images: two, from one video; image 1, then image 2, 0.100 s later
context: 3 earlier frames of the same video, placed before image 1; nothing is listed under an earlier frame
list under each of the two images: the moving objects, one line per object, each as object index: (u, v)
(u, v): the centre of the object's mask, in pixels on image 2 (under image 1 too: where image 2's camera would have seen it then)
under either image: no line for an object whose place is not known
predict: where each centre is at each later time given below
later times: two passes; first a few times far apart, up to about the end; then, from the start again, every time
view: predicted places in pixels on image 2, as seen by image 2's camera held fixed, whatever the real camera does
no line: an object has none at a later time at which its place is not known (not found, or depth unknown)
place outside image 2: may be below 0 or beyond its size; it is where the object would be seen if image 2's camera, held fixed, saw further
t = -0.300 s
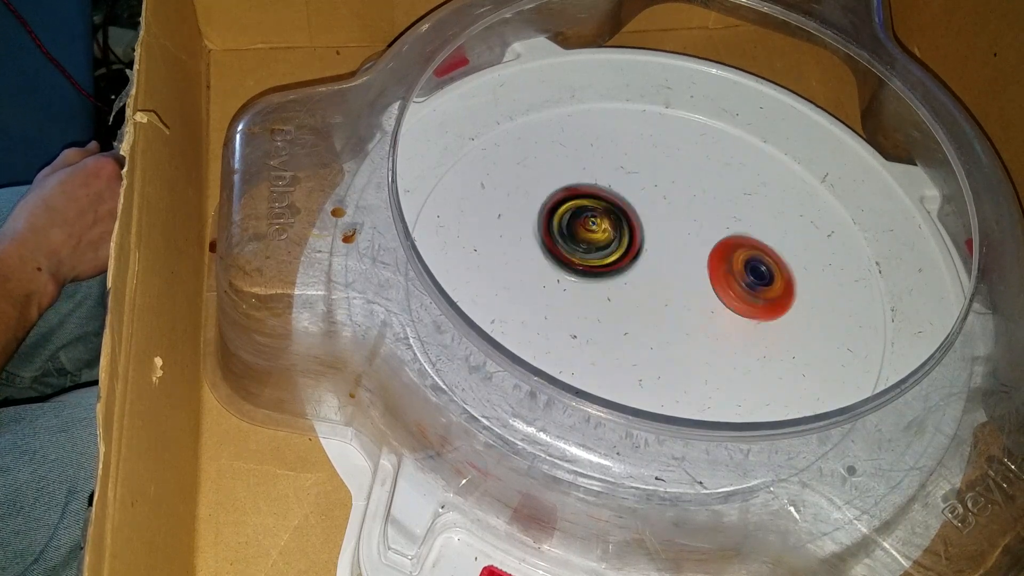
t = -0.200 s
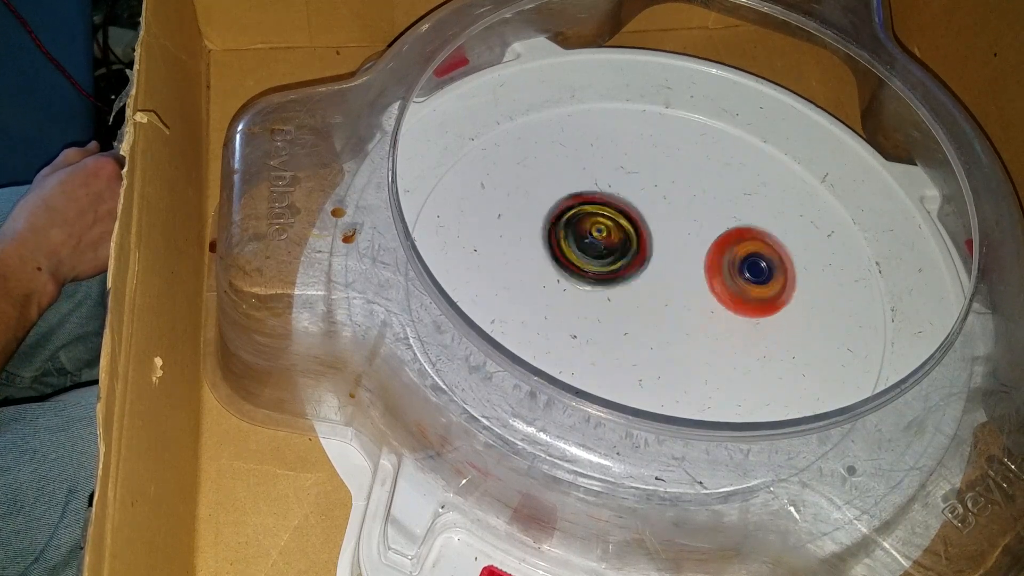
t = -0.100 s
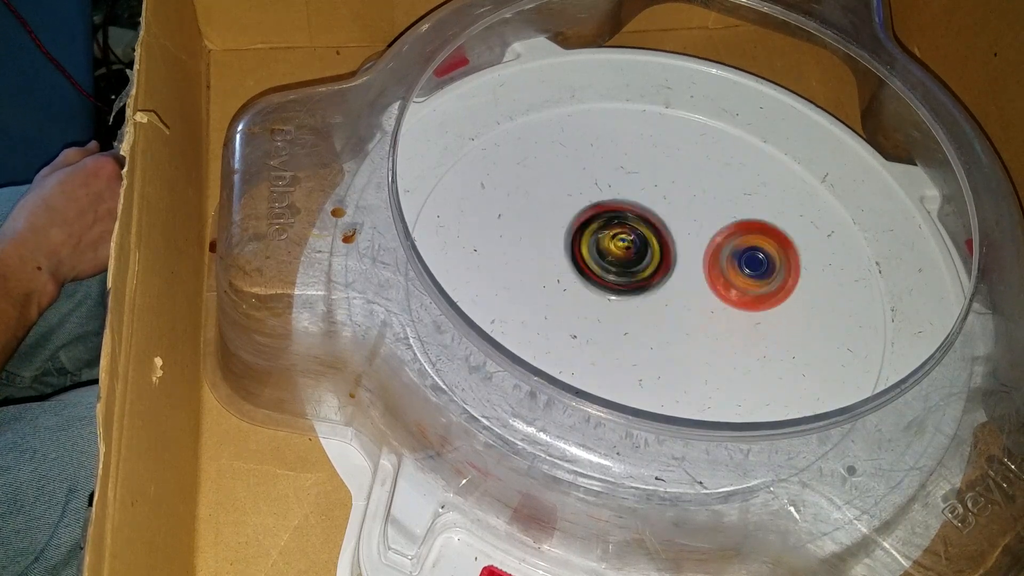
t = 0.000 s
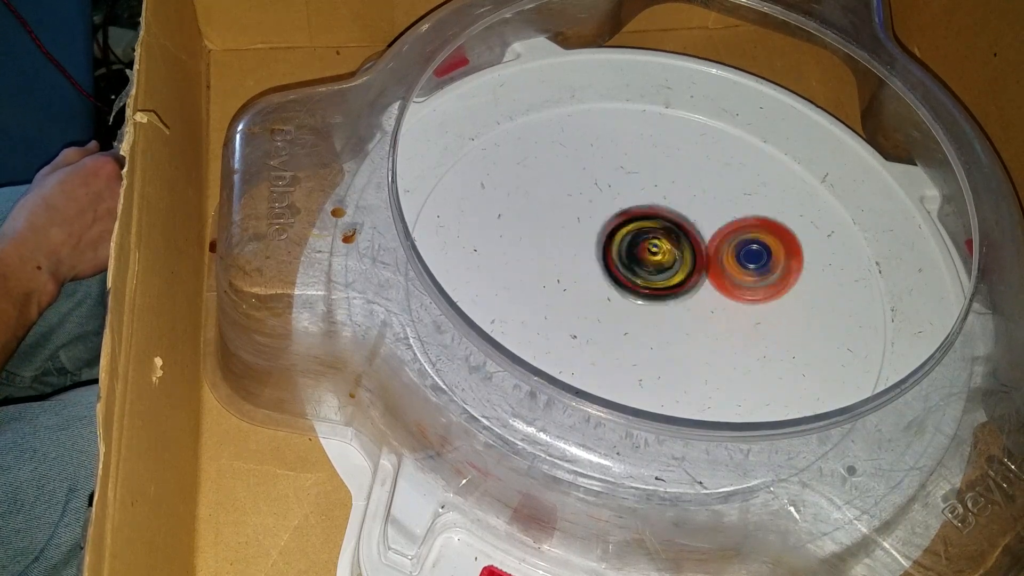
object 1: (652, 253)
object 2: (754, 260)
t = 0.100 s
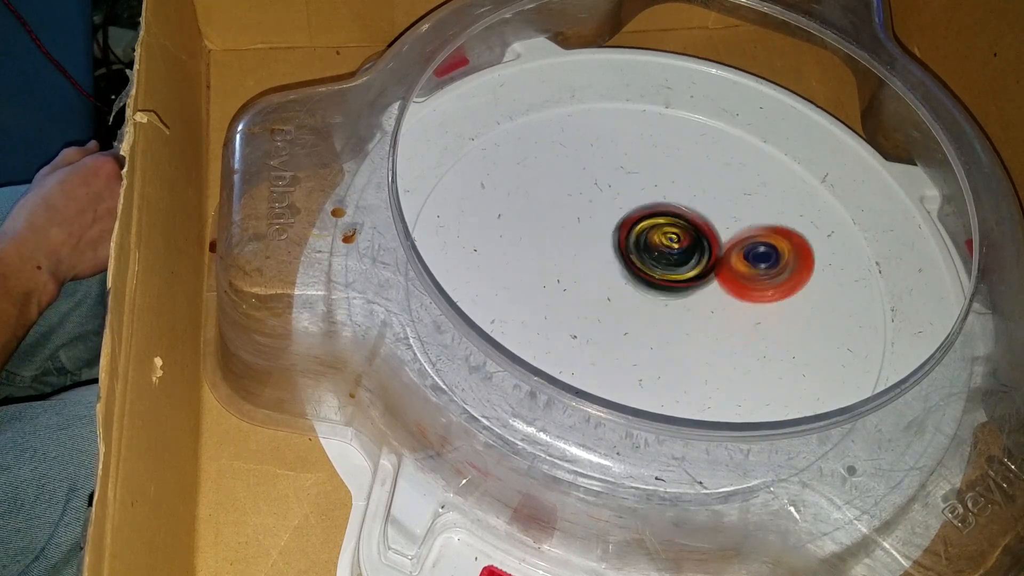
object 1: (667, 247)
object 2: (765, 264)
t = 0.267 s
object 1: (633, 236)
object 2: (748, 269)
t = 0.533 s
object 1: (614, 263)
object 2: (722, 248)
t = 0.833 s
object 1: (654, 290)
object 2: (723, 234)
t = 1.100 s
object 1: (626, 302)
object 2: (709, 232)
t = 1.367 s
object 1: (635, 279)
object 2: (694, 232)
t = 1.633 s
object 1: (606, 250)
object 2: (689, 306)
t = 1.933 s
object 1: (641, 244)
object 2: (740, 315)
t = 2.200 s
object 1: (621, 252)
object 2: (728, 295)
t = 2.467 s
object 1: (615, 234)
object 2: (701, 305)
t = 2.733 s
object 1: (645, 248)
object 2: (711, 324)
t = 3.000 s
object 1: (660, 235)
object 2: (683, 323)
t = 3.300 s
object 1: (673, 236)
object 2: (657, 313)
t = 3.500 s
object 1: (671, 237)
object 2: (656, 312)
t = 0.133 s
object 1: (664, 244)
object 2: (766, 268)
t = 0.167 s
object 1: (656, 242)
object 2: (762, 271)
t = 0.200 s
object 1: (649, 239)
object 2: (755, 271)
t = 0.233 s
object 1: (640, 237)
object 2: (751, 270)
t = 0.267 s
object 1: (633, 236)
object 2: (748, 269)
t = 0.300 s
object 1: (626, 237)
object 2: (745, 268)
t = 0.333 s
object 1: (620, 239)
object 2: (741, 267)
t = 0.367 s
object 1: (614, 243)
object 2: (737, 265)
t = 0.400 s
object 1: (614, 246)
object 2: (733, 261)
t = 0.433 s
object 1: (611, 248)
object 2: (728, 257)
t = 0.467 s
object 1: (612, 254)
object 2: (726, 254)
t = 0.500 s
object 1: (612, 257)
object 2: (723, 249)
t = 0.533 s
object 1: (614, 263)
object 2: (722, 248)
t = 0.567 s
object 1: (618, 267)
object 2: (722, 248)
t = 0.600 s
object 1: (623, 272)
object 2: (721, 248)
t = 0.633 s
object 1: (629, 276)
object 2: (720, 249)
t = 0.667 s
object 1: (636, 281)
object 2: (718, 247)
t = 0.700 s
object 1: (643, 283)
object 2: (716, 244)
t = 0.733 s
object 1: (652, 285)
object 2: (712, 239)
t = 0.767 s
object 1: (657, 287)
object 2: (712, 235)
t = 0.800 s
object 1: (658, 288)
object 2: (715, 234)
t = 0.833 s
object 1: (654, 290)
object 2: (723, 234)
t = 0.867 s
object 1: (651, 291)
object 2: (733, 238)
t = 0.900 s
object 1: (648, 294)
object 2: (736, 239)
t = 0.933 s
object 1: (643, 297)
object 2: (737, 240)
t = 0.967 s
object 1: (639, 299)
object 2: (734, 241)
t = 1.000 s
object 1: (631, 301)
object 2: (725, 238)
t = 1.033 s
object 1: (629, 304)
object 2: (717, 237)
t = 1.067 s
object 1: (628, 302)
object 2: (714, 236)
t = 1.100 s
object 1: (626, 302)
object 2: (709, 232)
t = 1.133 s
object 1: (626, 301)
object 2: (707, 232)
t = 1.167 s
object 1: (626, 297)
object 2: (708, 233)
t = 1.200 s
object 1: (627, 296)
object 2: (705, 234)
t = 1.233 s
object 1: (628, 291)
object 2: (703, 237)
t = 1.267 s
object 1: (630, 290)
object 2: (700, 237)
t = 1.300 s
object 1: (630, 285)
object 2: (696, 236)
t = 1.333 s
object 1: (634, 281)
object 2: (692, 233)
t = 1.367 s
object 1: (635, 279)
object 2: (694, 232)
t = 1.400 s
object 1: (624, 273)
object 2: (699, 237)
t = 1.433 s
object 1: (625, 269)
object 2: (702, 243)
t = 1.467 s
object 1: (623, 269)
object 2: (704, 247)
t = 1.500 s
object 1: (617, 265)
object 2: (703, 256)
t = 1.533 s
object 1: (612, 261)
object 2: (699, 264)
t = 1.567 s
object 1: (607, 254)
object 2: (692, 276)
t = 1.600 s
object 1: (606, 251)
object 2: (689, 291)
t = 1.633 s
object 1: (606, 250)
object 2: (689, 306)
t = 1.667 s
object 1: (604, 248)
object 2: (694, 319)
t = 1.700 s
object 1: (605, 245)
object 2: (703, 328)
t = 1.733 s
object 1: (609, 242)
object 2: (713, 333)
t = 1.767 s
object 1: (612, 241)
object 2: (722, 332)
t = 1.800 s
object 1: (615, 240)
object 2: (729, 330)
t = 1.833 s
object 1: (618, 240)
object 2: (734, 327)
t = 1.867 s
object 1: (624, 239)
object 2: (737, 324)
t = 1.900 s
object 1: (634, 241)
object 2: (739, 320)
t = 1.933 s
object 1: (641, 244)
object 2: (740, 315)
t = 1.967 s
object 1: (644, 248)
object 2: (740, 309)
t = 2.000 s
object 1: (645, 252)
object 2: (738, 304)
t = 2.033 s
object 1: (642, 254)
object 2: (736, 300)
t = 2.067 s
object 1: (640, 255)
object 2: (731, 296)
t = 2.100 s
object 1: (636, 253)
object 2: (729, 295)
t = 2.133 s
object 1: (627, 248)
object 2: (731, 296)
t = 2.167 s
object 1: (623, 250)
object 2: (730, 296)
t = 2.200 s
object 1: (621, 252)
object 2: (728, 295)
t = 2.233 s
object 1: (619, 253)
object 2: (724, 293)
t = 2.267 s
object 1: (618, 253)
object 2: (720, 292)
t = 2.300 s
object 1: (618, 252)
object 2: (716, 291)
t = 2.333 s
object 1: (615, 249)
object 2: (712, 291)
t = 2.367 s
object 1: (615, 243)
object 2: (706, 293)
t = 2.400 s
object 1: (613, 238)
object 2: (702, 296)
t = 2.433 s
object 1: (613, 234)
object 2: (701, 301)
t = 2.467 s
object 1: (615, 234)
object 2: (701, 305)
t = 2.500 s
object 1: (621, 237)
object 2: (703, 309)
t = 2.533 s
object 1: (626, 238)
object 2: (705, 313)
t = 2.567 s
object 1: (630, 239)
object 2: (708, 316)
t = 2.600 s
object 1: (632, 243)
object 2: (710, 318)
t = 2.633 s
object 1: (638, 244)
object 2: (710, 318)
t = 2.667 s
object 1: (645, 245)
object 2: (709, 317)
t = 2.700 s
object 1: (645, 248)
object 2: (710, 319)
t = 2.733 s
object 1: (645, 248)
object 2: (711, 324)
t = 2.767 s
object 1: (649, 249)
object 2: (711, 324)
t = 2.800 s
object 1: (651, 250)
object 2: (708, 323)
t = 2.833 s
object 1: (654, 249)
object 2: (706, 325)
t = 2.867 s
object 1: (654, 247)
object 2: (704, 327)
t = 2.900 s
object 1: (657, 243)
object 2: (699, 328)
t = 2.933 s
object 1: (659, 237)
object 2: (693, 327)
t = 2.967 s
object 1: (660, 236)
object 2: (688, 326)
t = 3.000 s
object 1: (660, 235)
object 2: (683, 323)
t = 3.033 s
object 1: (657, 236)
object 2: (677, 319)
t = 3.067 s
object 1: (659, 236)
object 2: (672, 317)
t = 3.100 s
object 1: (663, 236)
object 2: (668, 317)
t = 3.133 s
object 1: (668, 236)
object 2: (665, 316)
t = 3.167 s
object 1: (670, 238)
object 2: (661, 314)
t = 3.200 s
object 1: (675, 238)
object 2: (657, 313)
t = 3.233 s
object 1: (677, 237)
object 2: (656, 312)
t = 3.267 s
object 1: (676, 237)
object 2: (656, 312)
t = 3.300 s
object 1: (673, 236)
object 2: (657, 313)
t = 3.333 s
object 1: (671, 237)
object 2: (658, 314)
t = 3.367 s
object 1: (671, 237)
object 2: (658, 314)
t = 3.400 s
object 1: (671, 237)
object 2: (657, 313)
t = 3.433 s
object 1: (671, 237)
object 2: (656, 313)
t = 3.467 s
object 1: (671, 236)
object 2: (656, 312)
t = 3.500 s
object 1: (671, 237)
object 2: (656, 312)
